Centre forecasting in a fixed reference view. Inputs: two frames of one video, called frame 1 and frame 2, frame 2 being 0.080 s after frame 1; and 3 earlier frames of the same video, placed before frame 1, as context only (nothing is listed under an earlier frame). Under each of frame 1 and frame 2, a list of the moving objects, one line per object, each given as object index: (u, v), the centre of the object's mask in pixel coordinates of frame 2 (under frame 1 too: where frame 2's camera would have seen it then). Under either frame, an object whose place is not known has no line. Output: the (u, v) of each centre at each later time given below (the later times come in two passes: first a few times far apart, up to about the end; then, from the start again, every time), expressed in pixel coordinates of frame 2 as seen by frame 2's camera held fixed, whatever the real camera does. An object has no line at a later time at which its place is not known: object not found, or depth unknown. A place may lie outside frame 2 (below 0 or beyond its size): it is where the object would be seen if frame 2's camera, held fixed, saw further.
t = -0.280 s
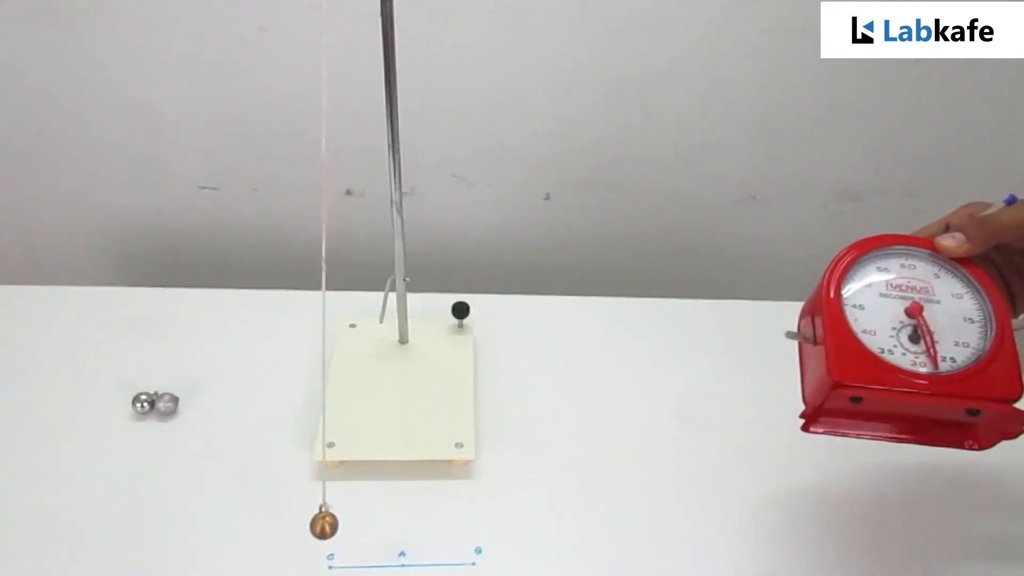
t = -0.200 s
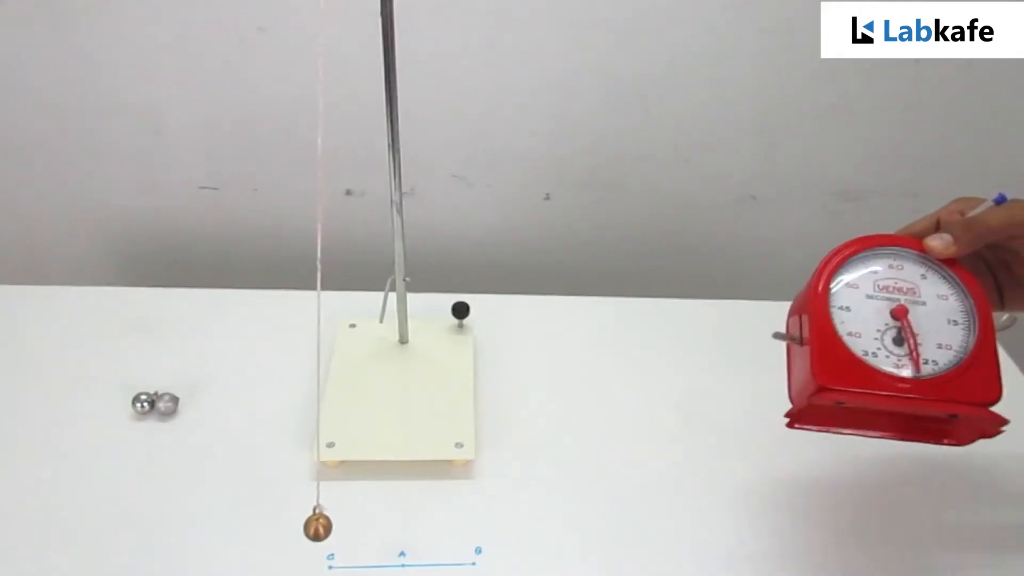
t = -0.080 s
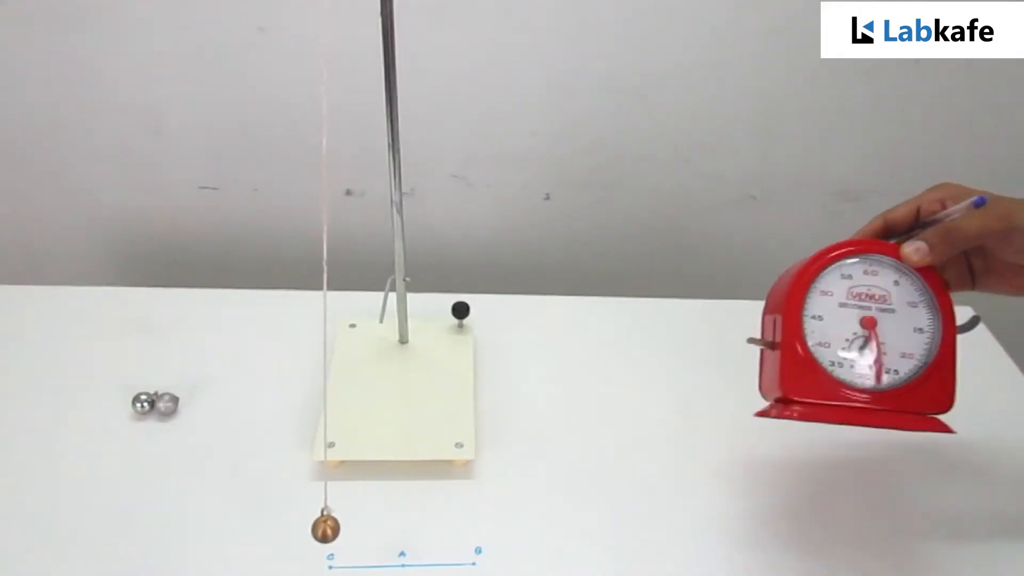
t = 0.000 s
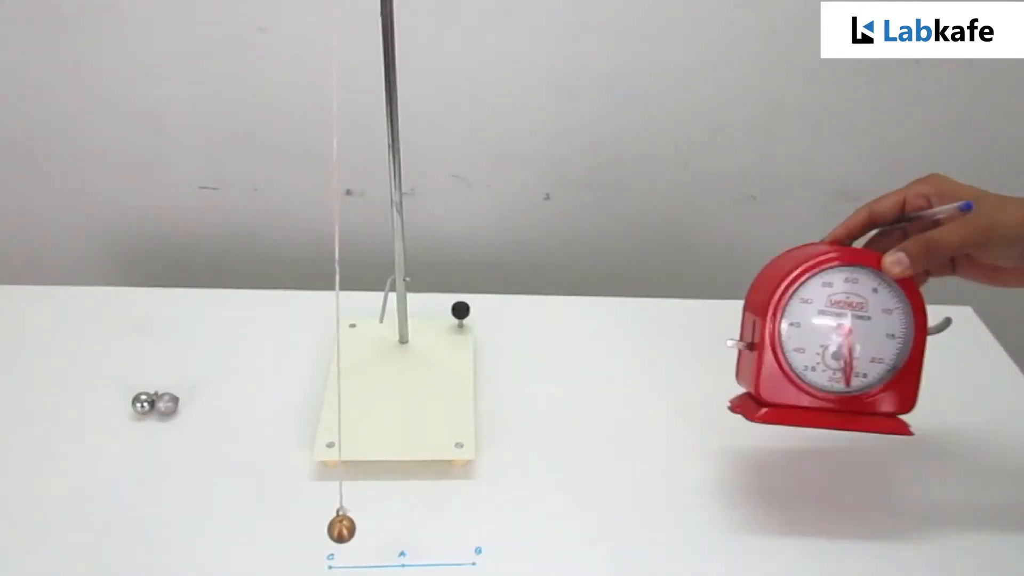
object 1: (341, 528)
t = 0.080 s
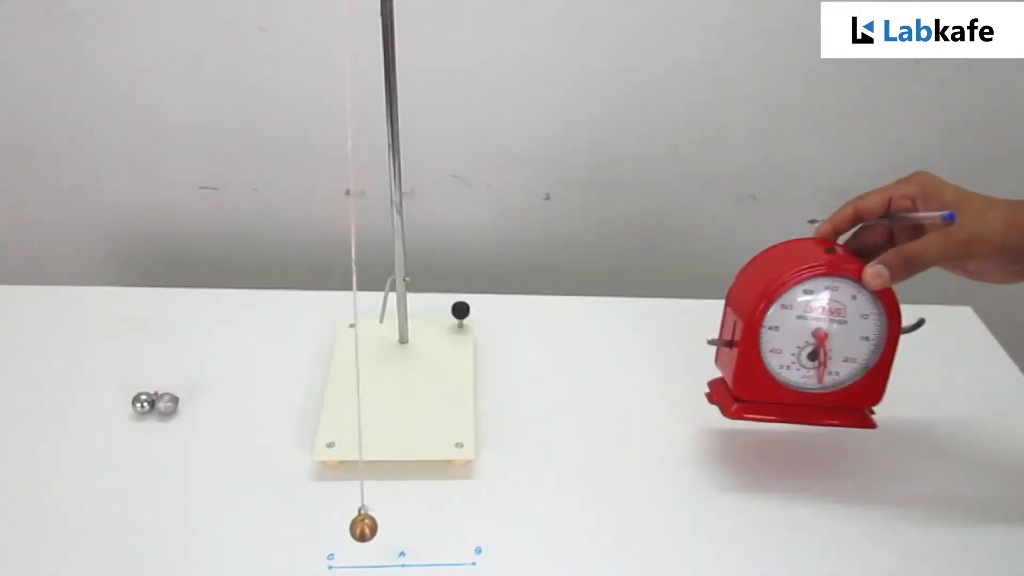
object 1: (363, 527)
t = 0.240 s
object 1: (414, 521)
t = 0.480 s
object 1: (463, 510)
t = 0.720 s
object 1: (441, 510)
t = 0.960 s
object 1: (370, 518)
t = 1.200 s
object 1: (320, 526)
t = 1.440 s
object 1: (343, 528)
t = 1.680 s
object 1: (415, 520)
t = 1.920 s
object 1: (463, 510)
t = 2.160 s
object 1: (439, 510)
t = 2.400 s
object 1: (368, 518)
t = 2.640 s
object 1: (320, 526)
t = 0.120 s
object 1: (376, 526)
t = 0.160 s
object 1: (388, 524)
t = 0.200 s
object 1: (401, 523)
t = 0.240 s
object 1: (414, 521)
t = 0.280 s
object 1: (426, 519)
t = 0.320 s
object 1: (436, 517)
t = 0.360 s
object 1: (446, 515)
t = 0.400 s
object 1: (453, 513)
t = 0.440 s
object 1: (459, 511)
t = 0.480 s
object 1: (463, 510)
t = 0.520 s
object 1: (464, 509)
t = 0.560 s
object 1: (464, 509)
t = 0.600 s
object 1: (461, 508)
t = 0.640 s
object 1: (456, 509)
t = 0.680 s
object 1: (450, 509)
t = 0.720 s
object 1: (441, 510)
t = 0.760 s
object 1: (431, 511)
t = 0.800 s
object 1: (420, 512)
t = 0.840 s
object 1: (408, 514)
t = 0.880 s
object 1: (395, 515)
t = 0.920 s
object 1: (383, 517)
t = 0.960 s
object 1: (370, 518)
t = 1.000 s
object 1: (358, 520)
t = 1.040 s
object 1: (347, 521)
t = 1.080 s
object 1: (337, 522)
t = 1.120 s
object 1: (330, 524)
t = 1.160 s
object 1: (324, 525)
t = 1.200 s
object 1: (320, 526)
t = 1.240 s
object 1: (318, 526)
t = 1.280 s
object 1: (319, 527)
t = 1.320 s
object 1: (322, 527)
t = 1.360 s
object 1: (327, 528)
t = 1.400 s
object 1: (334, 528)
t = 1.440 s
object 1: (343, 528)
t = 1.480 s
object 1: (353, 527)
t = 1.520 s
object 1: (365, 527)
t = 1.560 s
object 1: (377, 525)
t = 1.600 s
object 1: (390, 524)
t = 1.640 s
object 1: (403, 522)
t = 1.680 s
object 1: (415, 520)
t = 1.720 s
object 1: (427, 519)
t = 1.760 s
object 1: (437, 517)
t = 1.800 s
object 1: (447, 515)
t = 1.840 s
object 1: (454, 513)
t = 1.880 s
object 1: (459, 511)
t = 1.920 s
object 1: (463, 510)
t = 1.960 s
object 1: (464, 509)
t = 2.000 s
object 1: (463, 508)
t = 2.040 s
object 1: (460, 508)
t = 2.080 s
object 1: (455, 508)
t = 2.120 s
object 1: (448, 509)
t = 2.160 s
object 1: (439, 510)
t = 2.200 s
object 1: (429, 511)
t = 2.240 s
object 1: (418, 512)
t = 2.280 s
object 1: (406, 513)
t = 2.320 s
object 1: (393, 515)
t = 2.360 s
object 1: (381, 517)
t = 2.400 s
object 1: (368, 518)
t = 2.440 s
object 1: (356, 519)
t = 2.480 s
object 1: (346, 521)
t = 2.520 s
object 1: (336, 522)
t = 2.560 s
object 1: (329, 524)
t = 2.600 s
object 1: (323, 525)
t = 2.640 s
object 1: (320, 526)
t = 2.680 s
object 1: (318, 526)
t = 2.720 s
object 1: (319, 527)
